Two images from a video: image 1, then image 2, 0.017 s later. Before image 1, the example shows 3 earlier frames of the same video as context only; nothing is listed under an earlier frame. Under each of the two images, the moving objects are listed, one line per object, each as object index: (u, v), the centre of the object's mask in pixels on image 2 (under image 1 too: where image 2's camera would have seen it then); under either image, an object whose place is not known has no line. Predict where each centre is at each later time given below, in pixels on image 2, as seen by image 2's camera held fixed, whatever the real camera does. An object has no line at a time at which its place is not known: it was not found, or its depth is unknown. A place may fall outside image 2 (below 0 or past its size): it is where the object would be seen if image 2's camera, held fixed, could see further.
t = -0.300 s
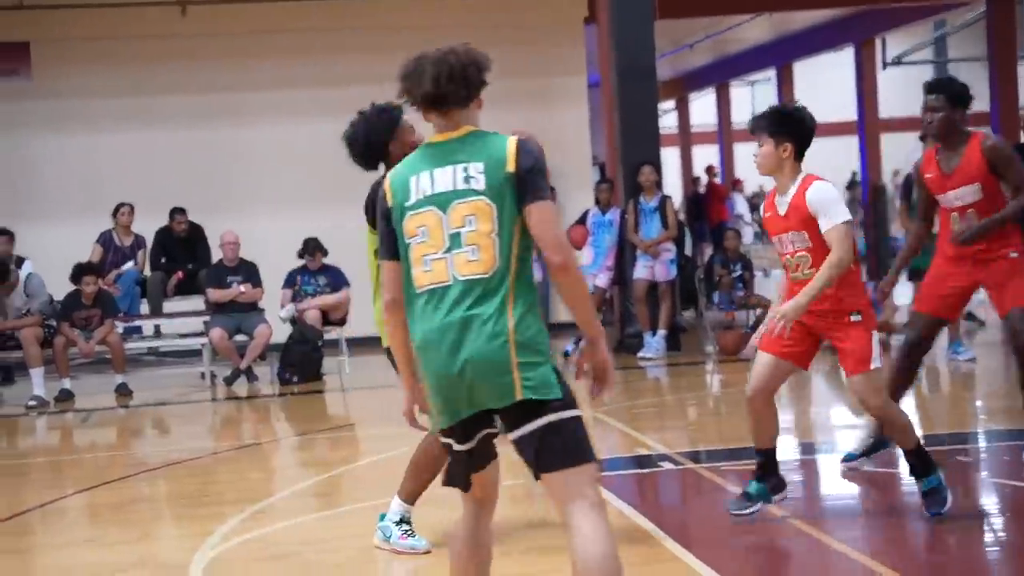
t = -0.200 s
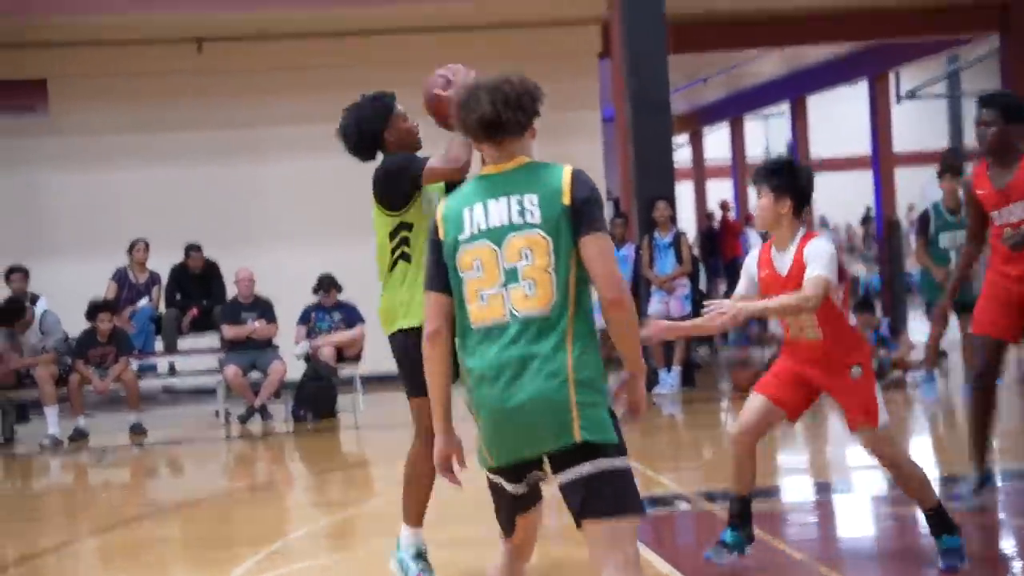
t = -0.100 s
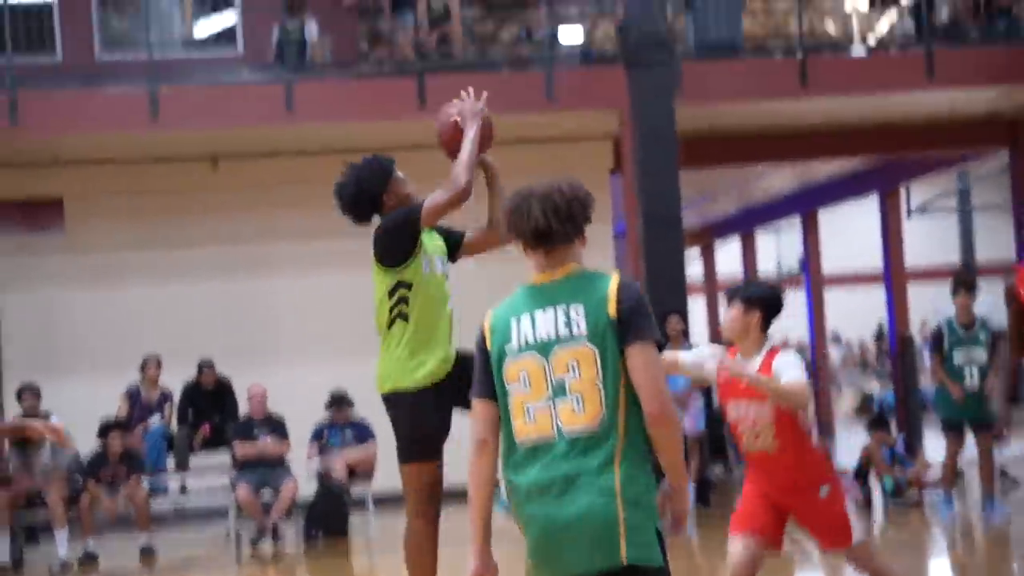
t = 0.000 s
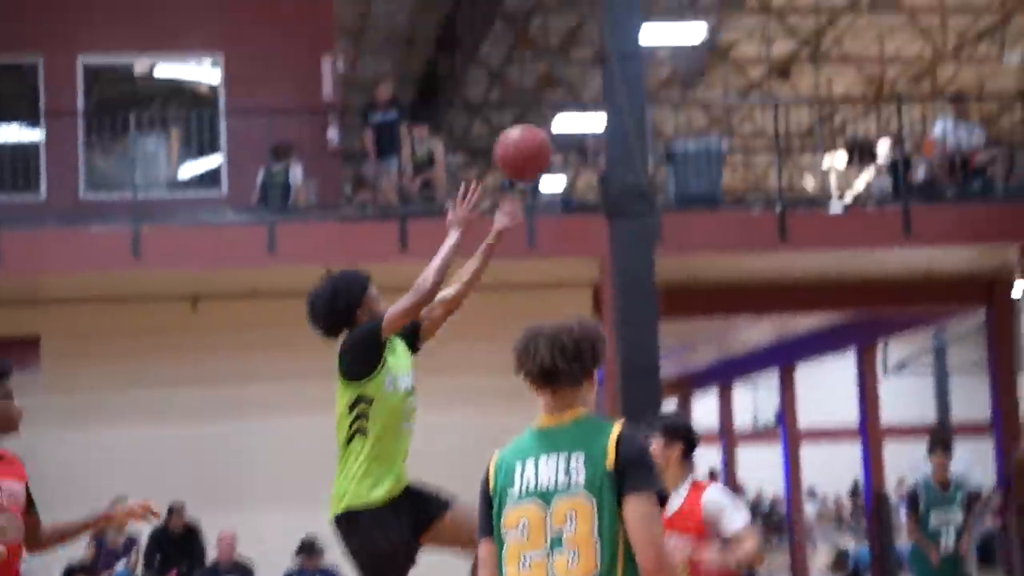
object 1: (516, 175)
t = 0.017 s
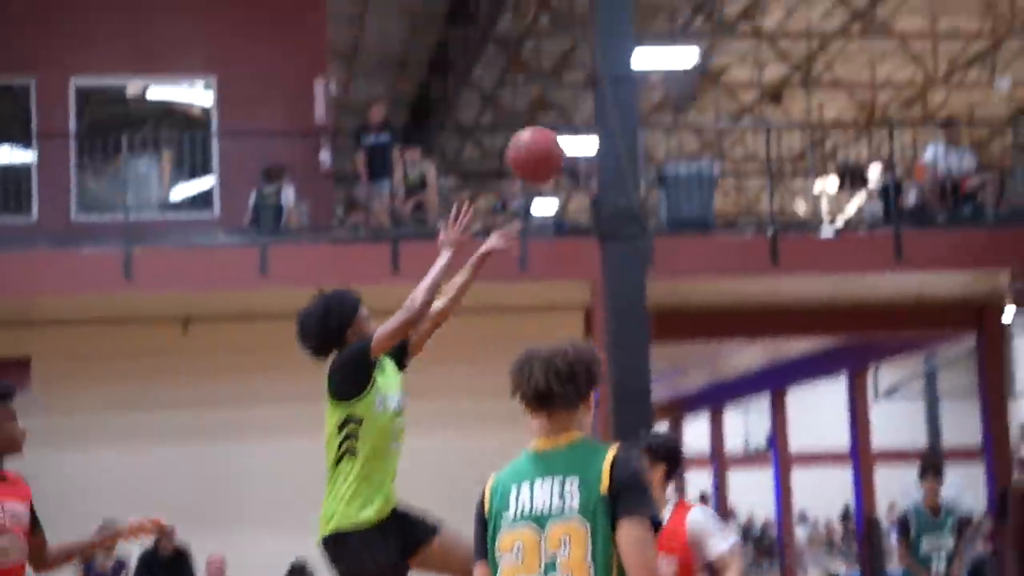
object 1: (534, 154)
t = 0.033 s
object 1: (554, 135)
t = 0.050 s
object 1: (573, 111)
